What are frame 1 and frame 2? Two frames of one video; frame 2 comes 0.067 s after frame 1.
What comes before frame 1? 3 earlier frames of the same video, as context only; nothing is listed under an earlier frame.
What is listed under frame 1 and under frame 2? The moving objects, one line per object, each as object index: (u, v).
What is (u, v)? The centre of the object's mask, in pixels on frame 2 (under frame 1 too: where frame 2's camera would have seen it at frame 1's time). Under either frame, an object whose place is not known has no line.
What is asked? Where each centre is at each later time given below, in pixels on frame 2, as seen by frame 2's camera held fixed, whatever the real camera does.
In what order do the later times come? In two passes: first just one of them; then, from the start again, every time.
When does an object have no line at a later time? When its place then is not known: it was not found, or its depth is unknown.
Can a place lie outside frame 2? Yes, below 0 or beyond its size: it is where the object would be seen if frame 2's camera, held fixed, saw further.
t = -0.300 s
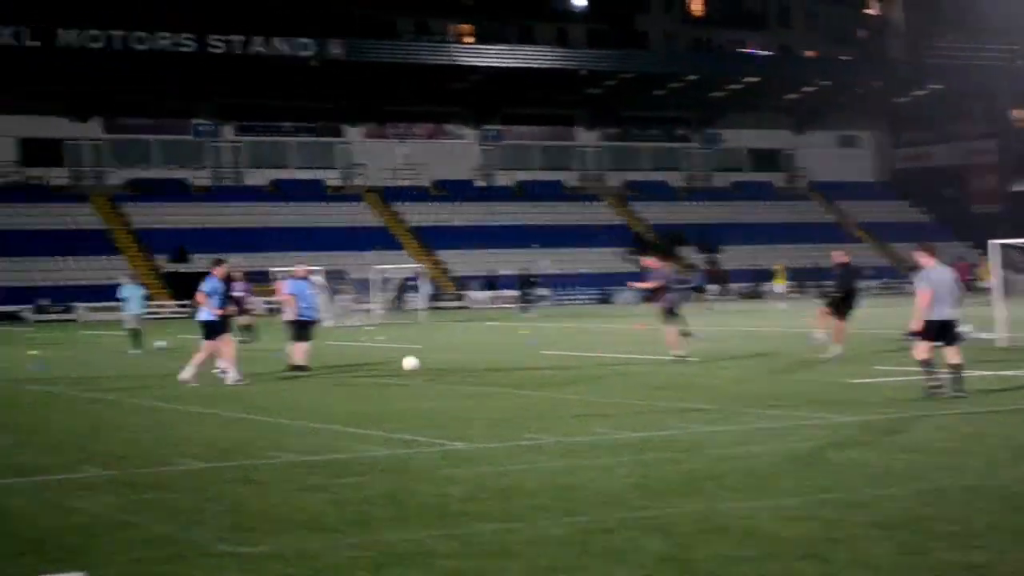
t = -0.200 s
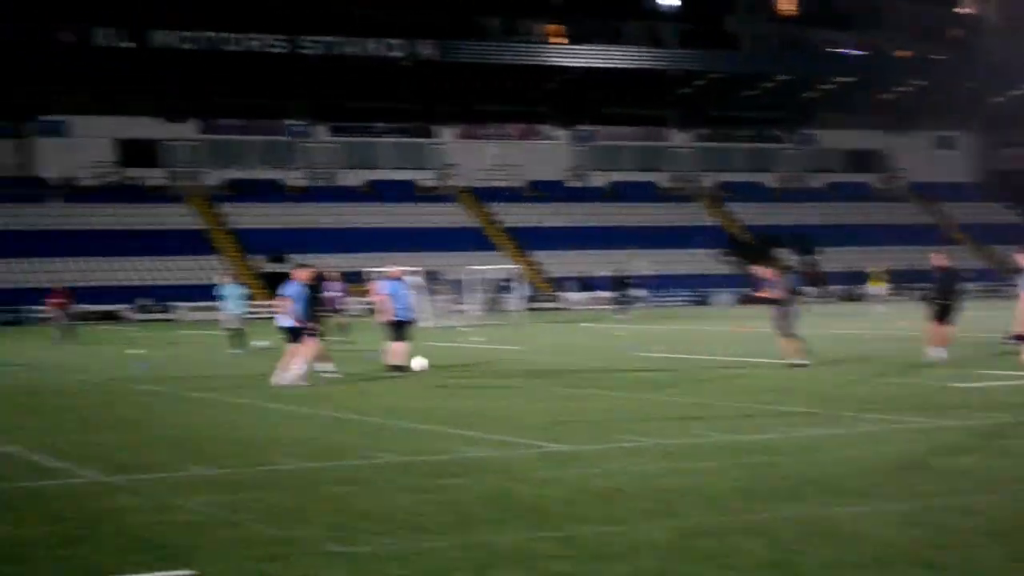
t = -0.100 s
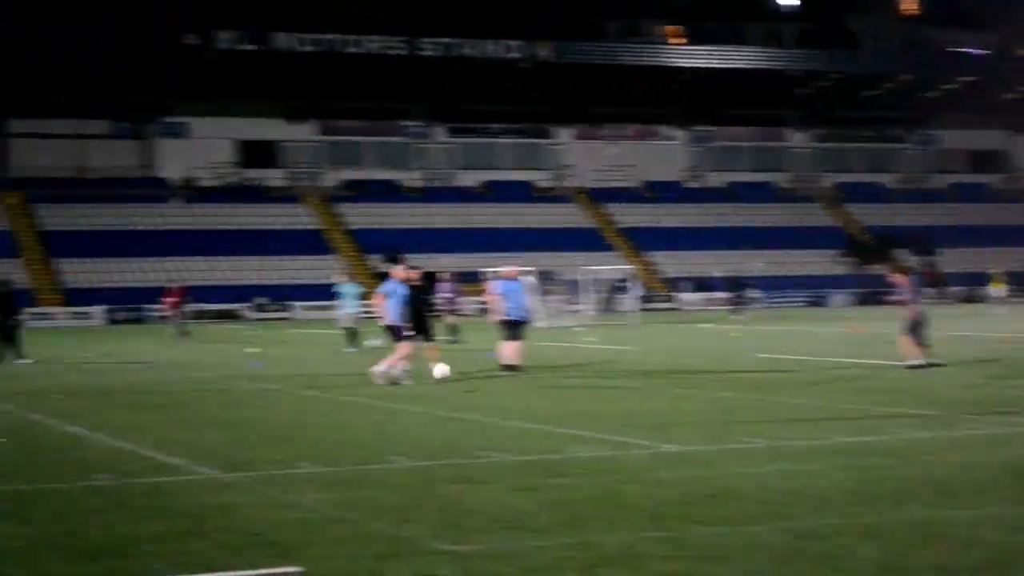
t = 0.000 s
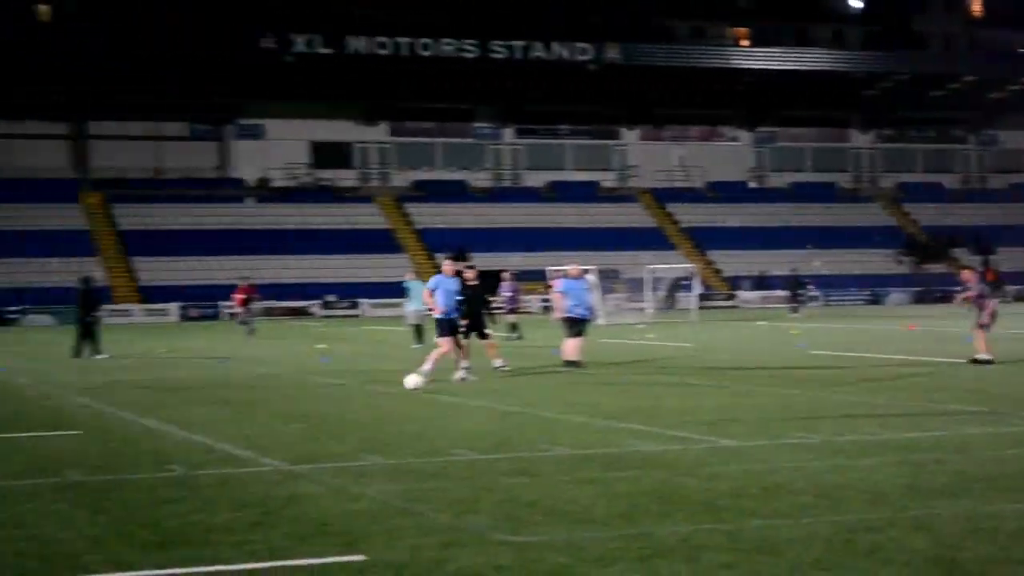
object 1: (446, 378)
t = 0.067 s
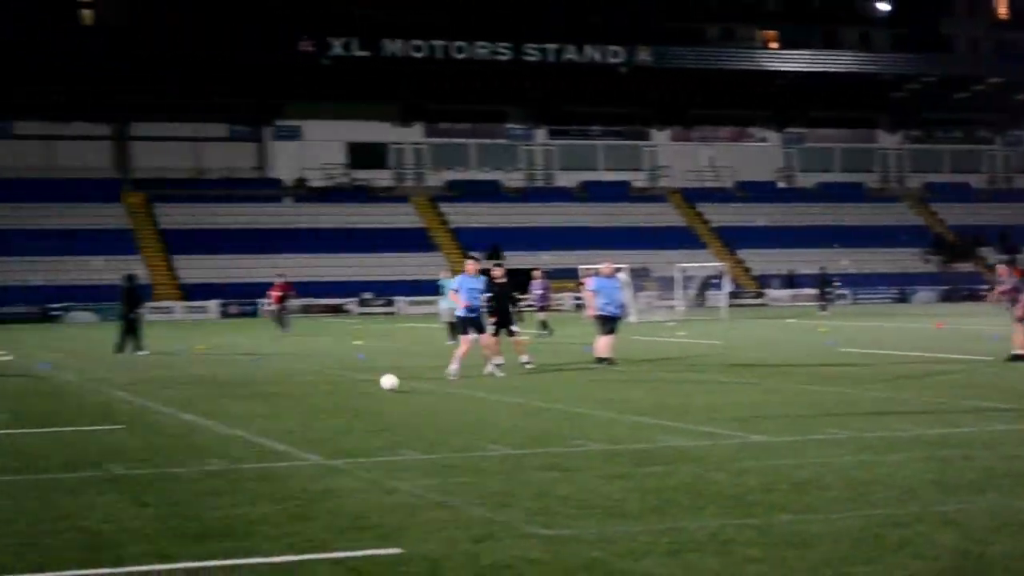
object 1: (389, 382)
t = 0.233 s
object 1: (244, 383)
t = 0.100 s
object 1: (361, 380)
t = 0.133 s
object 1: (333, 380)
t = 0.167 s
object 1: (304, 380)
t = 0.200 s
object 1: (274, 381)
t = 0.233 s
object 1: (244, 383)
